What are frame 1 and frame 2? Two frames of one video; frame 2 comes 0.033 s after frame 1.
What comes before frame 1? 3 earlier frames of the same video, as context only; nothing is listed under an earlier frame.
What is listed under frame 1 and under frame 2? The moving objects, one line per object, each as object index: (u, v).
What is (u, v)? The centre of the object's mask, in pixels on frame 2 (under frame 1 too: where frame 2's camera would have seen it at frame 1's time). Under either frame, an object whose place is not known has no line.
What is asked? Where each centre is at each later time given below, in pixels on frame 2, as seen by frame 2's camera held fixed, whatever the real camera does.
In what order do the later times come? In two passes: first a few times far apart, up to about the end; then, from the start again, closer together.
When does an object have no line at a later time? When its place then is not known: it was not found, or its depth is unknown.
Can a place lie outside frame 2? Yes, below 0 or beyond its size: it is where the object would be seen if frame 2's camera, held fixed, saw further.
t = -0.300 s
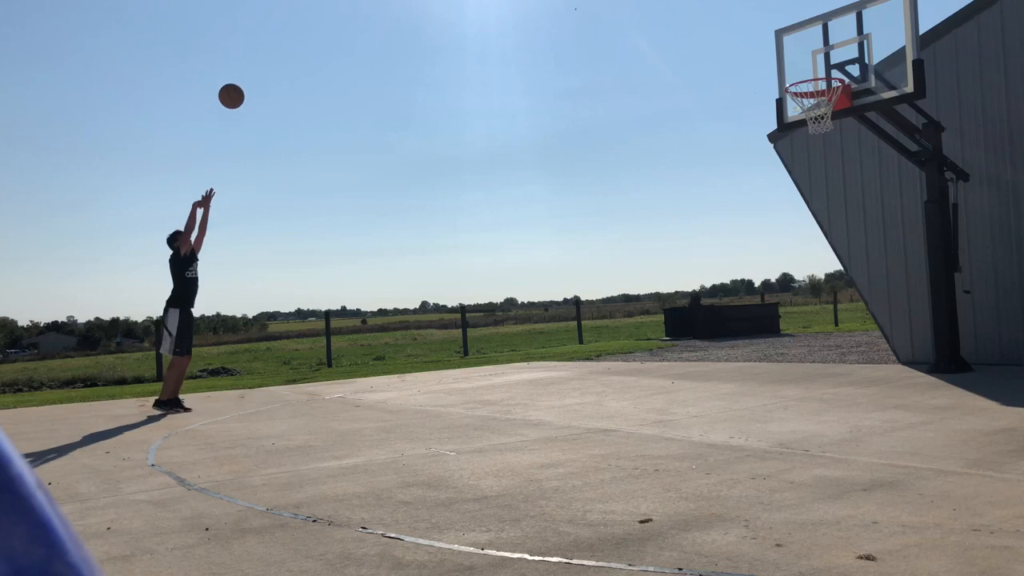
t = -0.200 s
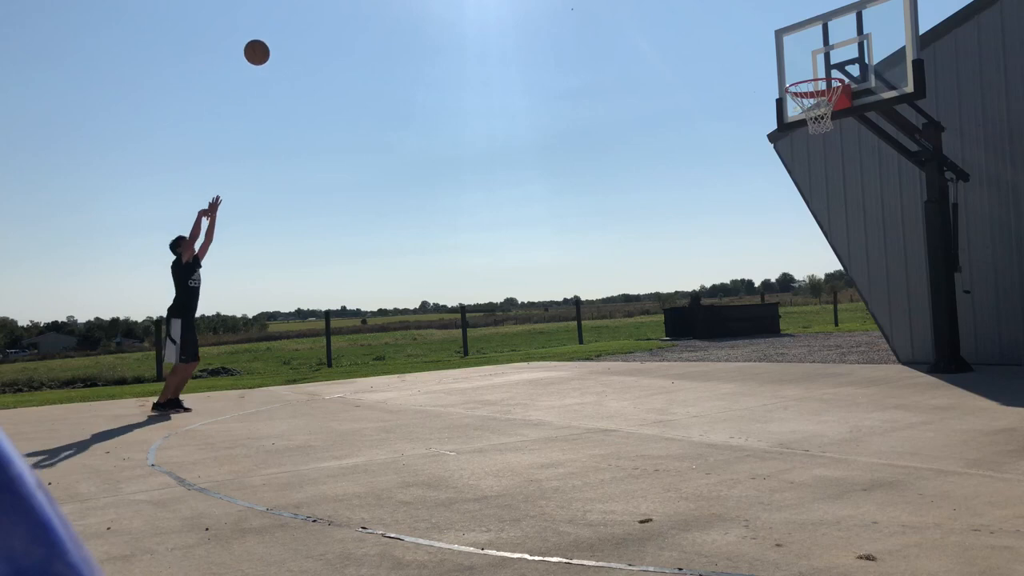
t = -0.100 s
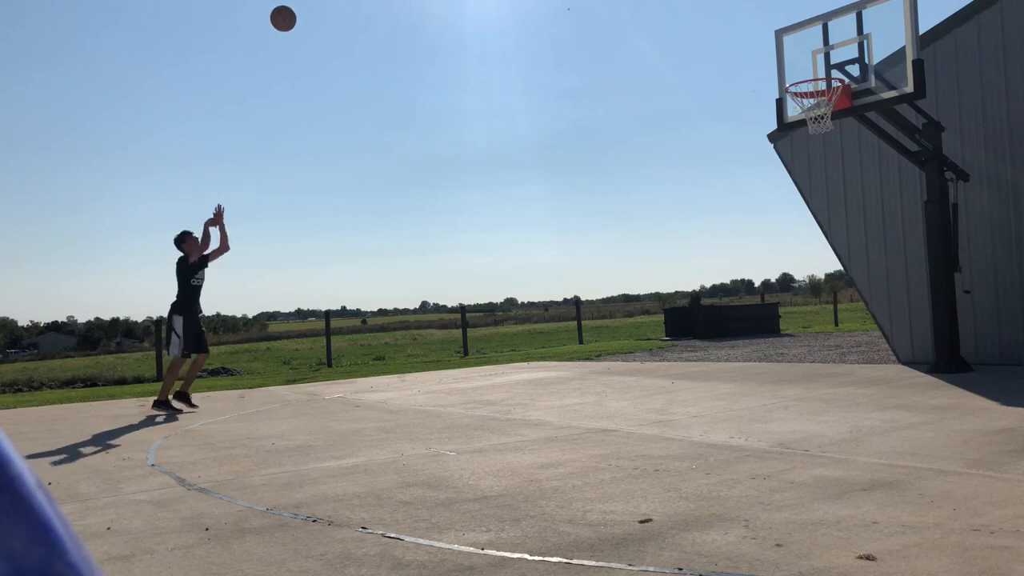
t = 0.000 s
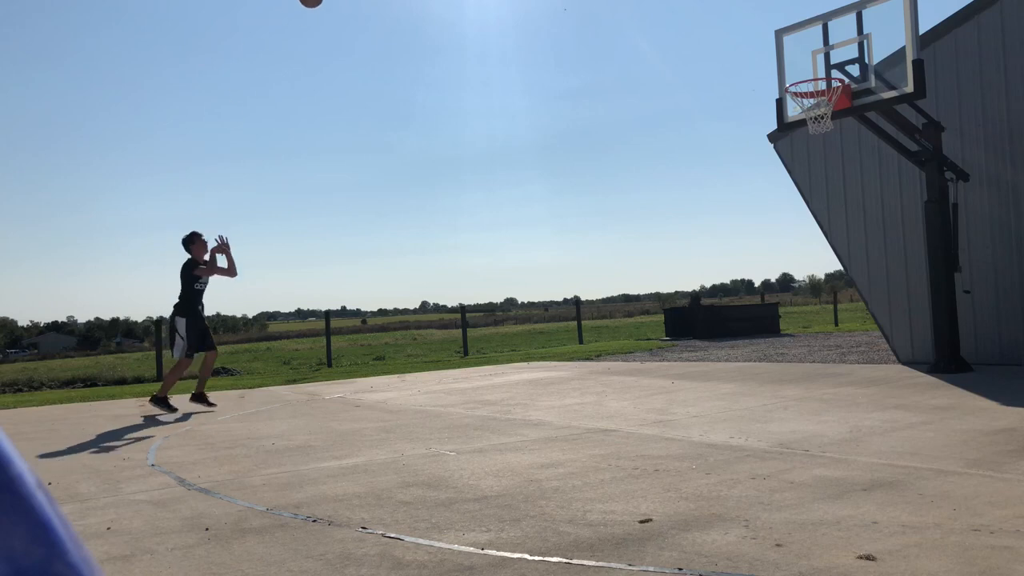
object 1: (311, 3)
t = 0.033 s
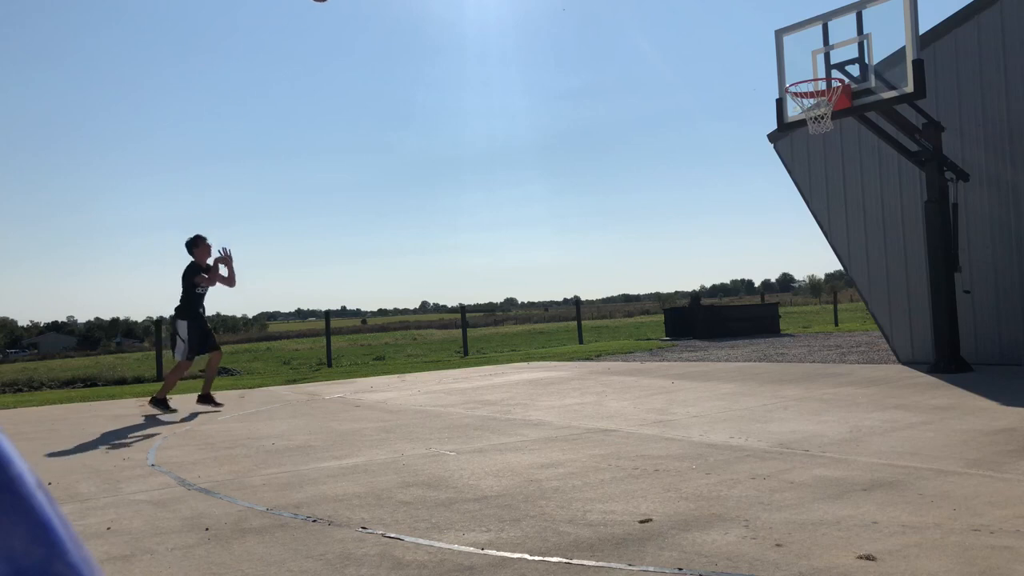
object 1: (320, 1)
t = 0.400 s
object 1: (428, 6)
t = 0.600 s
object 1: (493, 69)
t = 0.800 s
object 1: (561, 182)
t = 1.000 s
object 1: (632, 340)
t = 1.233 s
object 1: (670, 271)
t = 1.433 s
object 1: (693, 178)
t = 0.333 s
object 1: (408, 1)
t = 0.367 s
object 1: (418, 3)
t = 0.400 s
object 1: (428, 6)
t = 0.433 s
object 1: (438, 11)
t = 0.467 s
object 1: (449, 19)
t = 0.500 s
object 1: (460, 29)
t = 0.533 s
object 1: (470, 41)
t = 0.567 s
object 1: (482, 55)
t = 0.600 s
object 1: (493, 69)
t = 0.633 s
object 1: (504, 85)
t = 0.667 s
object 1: (515, 102)
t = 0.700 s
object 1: (526, 120)
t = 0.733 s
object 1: (538, 140)
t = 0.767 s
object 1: (549, 160)
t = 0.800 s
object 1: (561, 182)
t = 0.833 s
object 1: (572, 205)
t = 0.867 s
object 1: (584, 230)
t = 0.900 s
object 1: (596, 255)
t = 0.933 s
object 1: (608, 282)
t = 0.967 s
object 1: (620, 310)
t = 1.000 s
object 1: (632, 340)
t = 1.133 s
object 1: (660, 335)
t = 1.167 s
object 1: (663, 313)
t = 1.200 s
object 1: (665, 291)
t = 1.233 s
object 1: (670, 271)
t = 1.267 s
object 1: (673, 252)
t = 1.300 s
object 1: (677, 235)
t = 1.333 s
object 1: (681, 219)
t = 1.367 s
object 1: (685, 204)
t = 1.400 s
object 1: (689, 190)
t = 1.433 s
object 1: (693, 178)
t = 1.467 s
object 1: (697, 167)
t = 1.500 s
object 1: (702, 157)
